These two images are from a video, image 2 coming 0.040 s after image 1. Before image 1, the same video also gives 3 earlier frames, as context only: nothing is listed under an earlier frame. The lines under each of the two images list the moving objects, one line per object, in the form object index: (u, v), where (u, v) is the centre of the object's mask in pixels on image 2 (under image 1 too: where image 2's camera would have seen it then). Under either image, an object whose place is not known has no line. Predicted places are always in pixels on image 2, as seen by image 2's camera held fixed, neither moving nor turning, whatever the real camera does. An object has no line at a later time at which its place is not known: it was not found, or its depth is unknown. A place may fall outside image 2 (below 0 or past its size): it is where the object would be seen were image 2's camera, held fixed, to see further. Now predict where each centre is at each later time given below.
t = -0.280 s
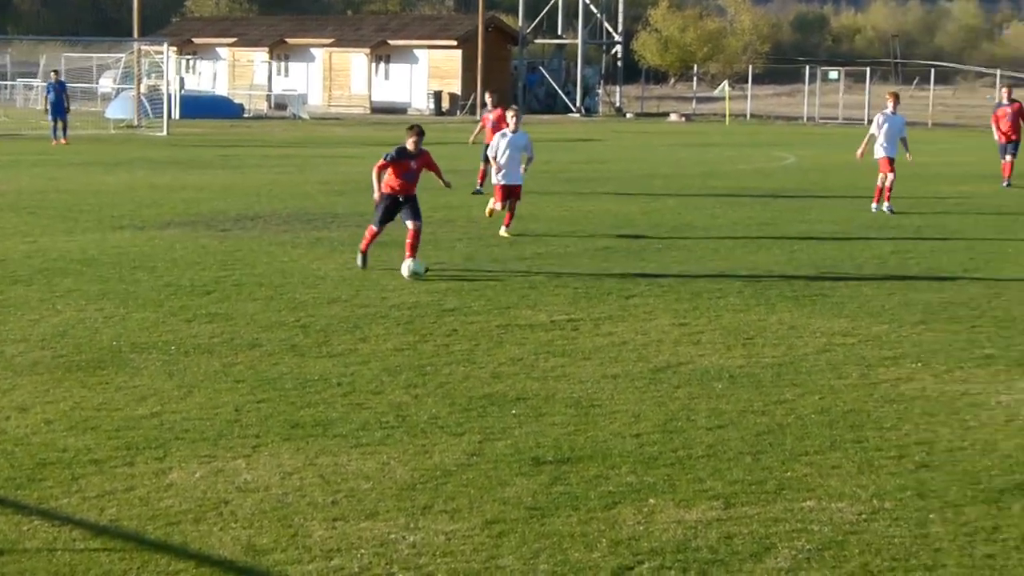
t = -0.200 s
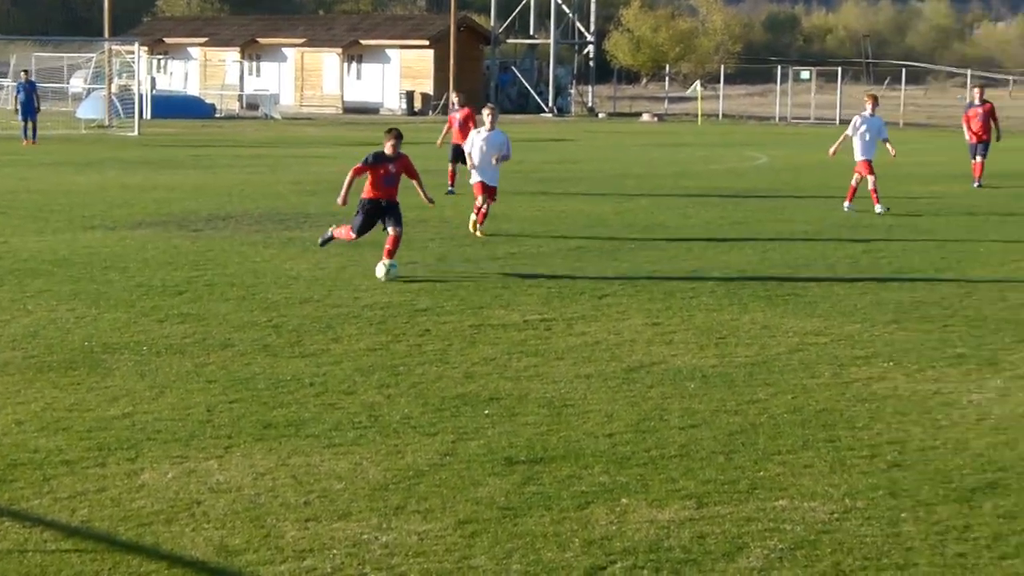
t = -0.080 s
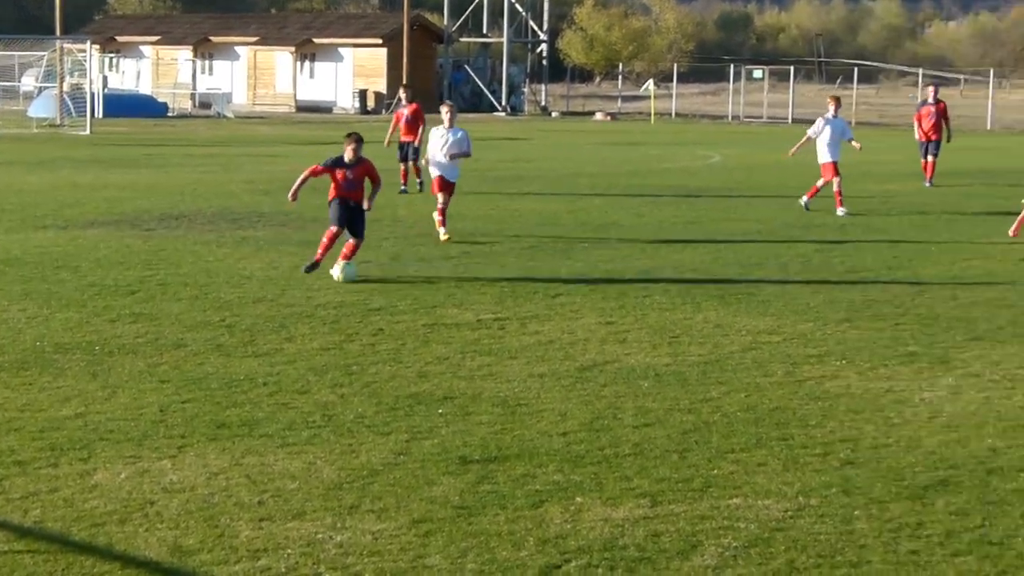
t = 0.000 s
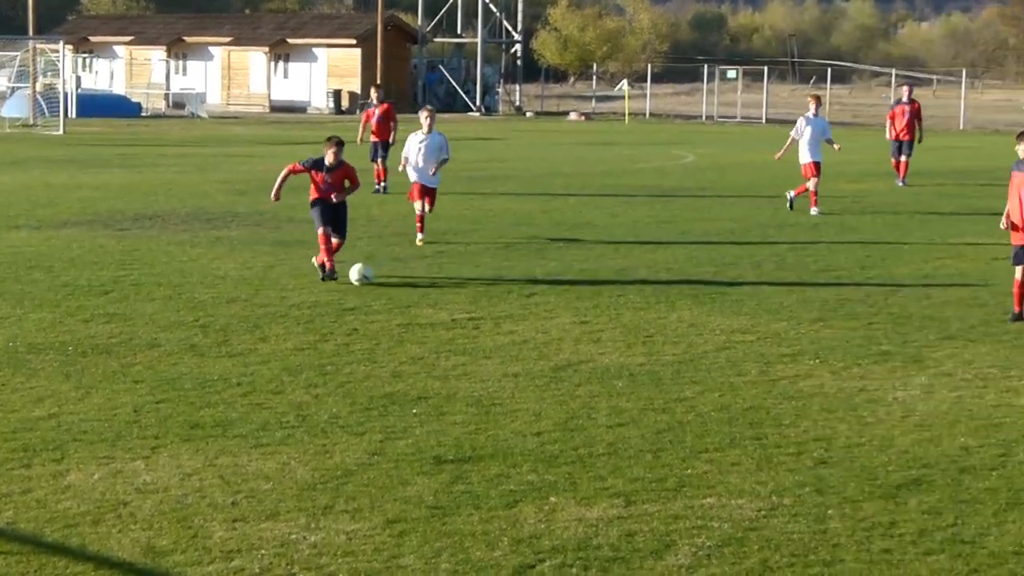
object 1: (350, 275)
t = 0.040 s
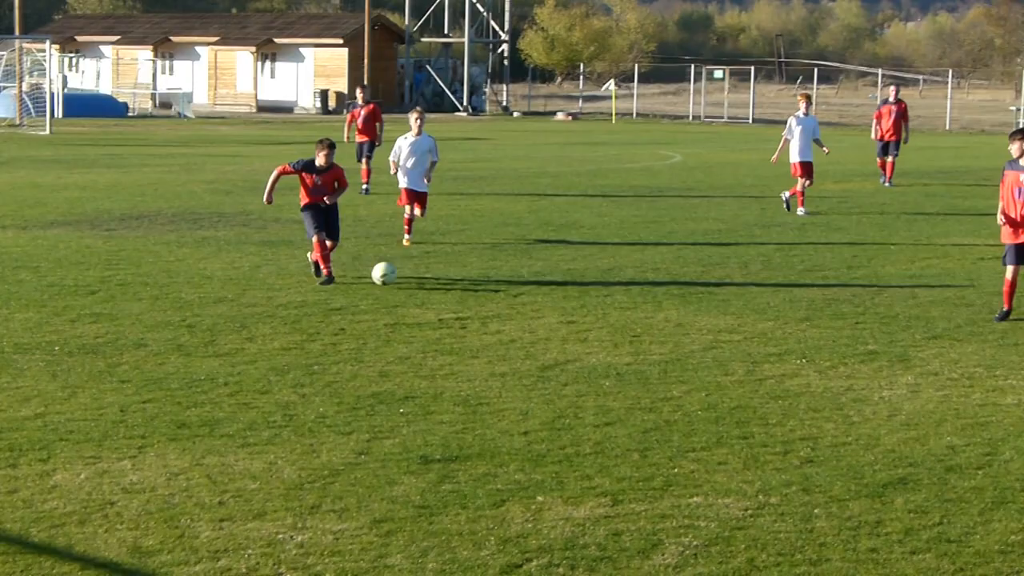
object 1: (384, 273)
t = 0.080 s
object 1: (418, 276)
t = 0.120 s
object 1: (452, 277)
